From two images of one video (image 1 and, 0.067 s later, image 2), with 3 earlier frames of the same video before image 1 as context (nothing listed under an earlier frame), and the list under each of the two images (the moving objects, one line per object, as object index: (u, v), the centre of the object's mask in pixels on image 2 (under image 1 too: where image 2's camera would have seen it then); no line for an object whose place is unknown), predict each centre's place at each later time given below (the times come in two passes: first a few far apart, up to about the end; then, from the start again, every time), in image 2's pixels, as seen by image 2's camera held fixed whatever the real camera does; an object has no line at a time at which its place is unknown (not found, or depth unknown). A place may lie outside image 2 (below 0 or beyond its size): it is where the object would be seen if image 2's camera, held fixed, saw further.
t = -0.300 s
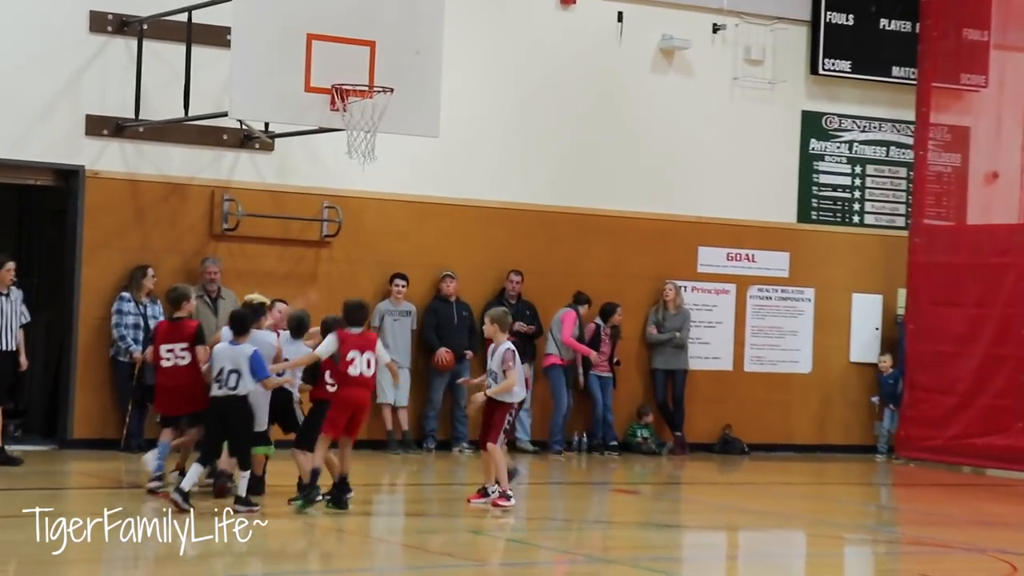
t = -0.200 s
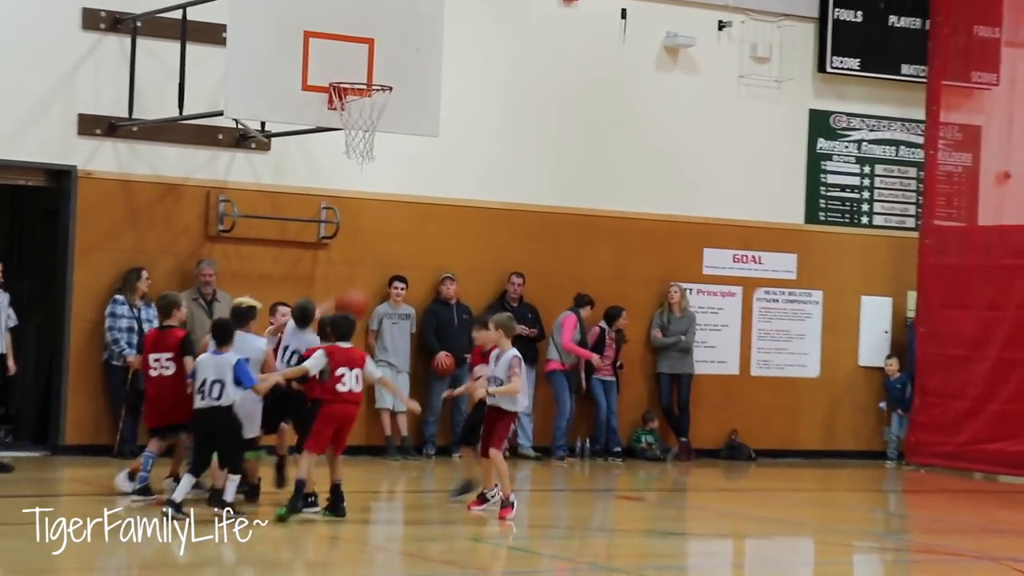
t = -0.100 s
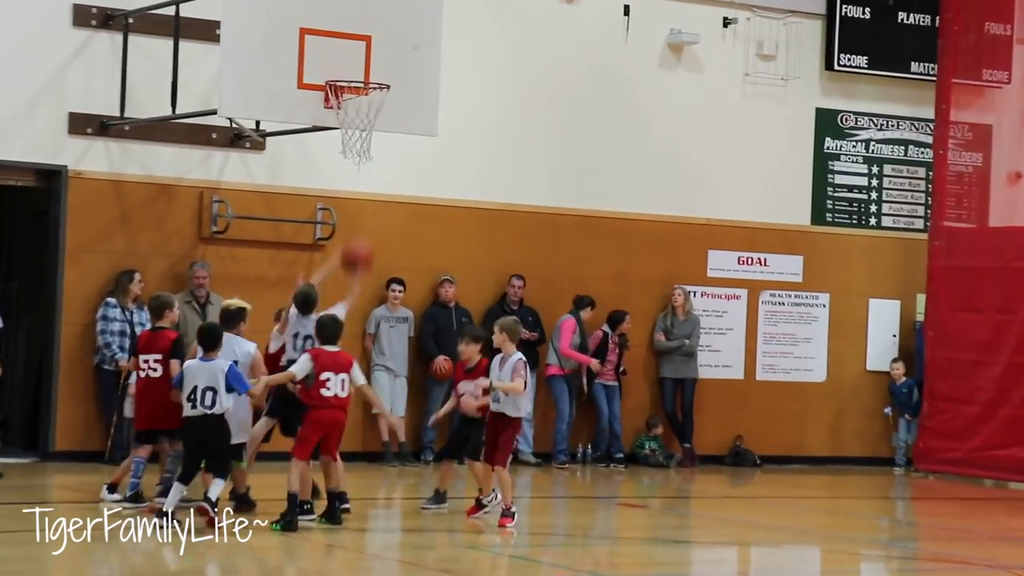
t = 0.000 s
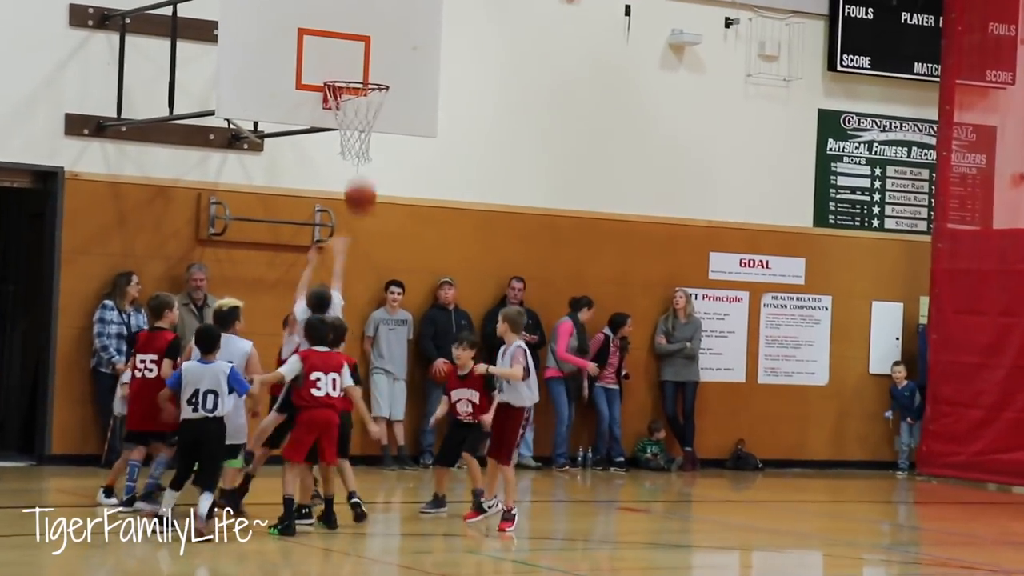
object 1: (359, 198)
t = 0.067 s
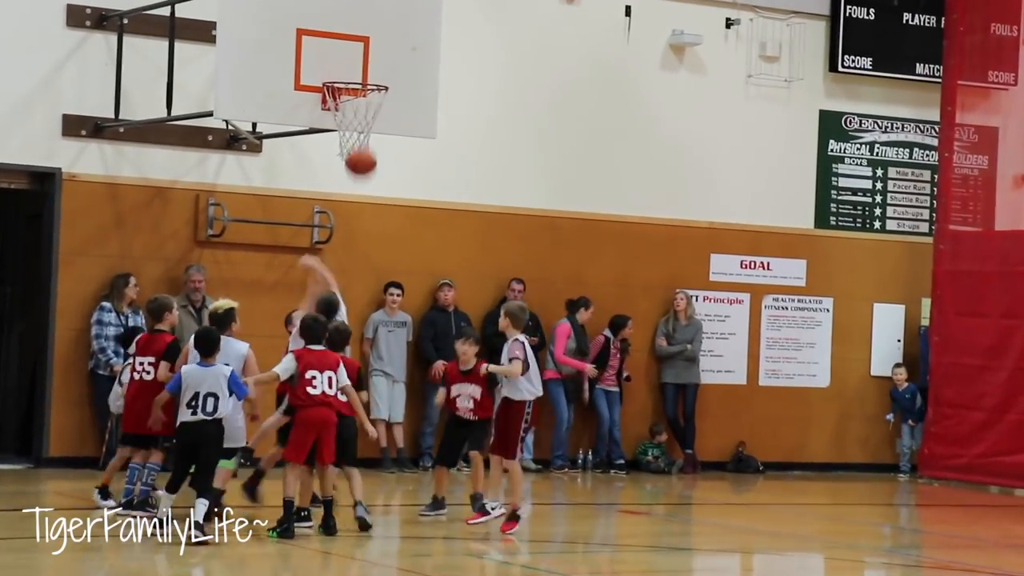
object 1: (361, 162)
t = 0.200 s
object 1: (363, 112)
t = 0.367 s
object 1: (356, 128)
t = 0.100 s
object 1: (361, 147)
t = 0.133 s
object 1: (362, 133)
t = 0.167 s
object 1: (363, 122)
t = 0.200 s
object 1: (363, 112)
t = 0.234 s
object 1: (364, 104)
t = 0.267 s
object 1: (363, 102)
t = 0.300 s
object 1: (361, 110)
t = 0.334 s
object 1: (359, 119)
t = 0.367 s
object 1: (356, 128)
